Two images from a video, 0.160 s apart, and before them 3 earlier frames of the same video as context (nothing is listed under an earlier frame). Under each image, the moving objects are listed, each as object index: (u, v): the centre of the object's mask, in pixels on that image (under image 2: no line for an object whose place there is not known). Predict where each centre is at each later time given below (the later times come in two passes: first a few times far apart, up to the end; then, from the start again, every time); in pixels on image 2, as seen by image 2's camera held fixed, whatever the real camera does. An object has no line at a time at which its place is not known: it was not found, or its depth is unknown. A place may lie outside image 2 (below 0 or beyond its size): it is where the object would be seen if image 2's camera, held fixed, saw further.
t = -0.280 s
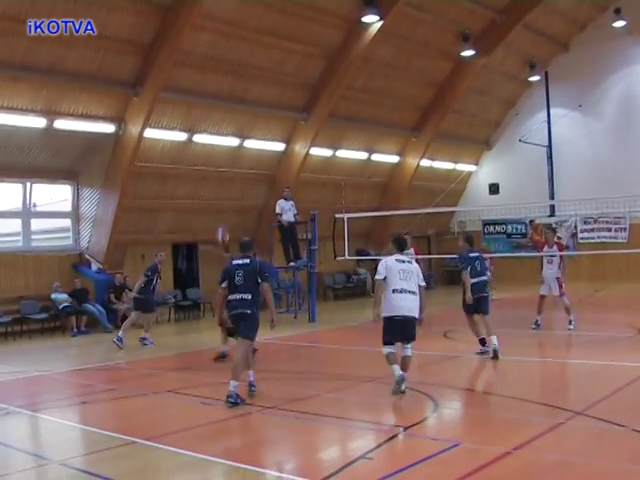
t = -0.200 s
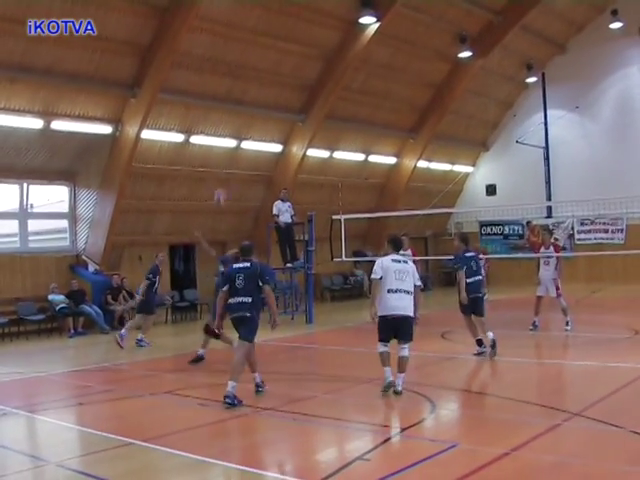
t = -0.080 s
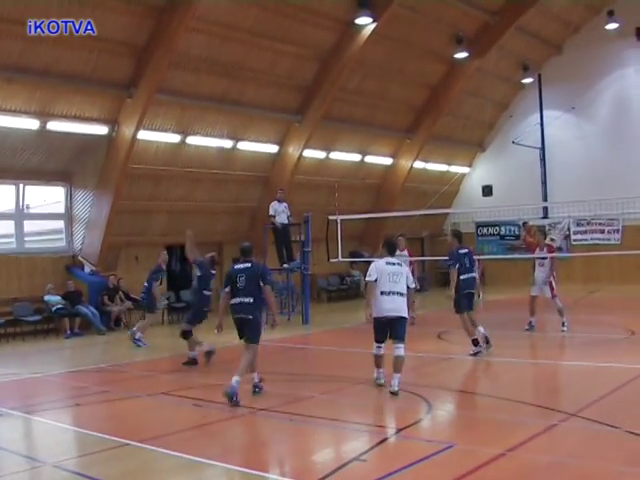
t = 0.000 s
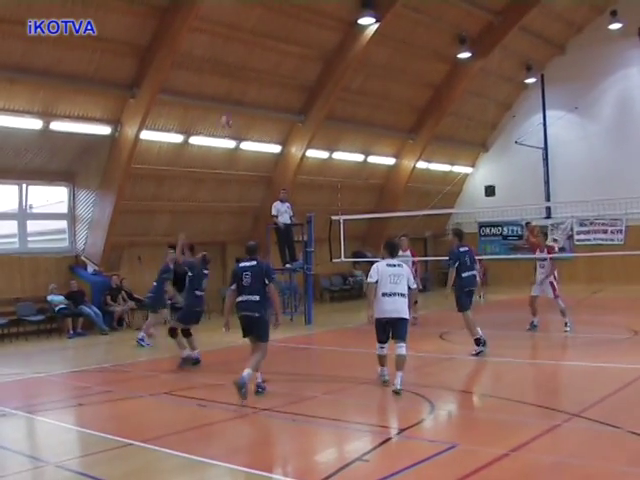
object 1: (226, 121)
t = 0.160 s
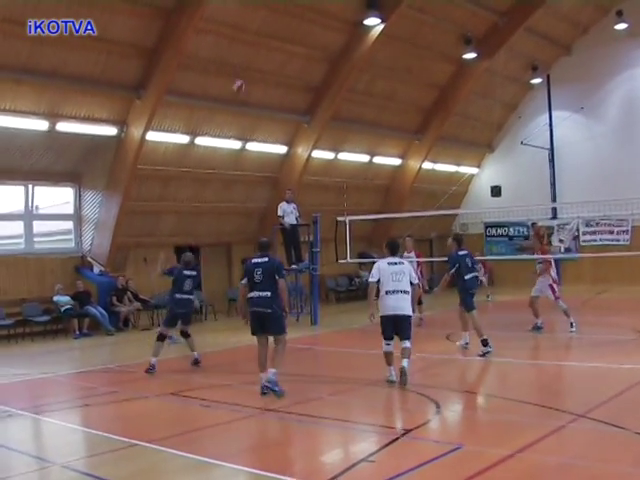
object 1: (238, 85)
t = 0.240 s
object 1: (241, 71)
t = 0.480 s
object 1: (251, 56)
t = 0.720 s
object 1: (259, 70)
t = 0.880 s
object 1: (266, 94)
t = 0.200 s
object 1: (239, 78)
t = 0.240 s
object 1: (241, 71)
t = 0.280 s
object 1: (242, 67)
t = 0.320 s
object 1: (245, 63)
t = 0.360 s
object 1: (246, 60)
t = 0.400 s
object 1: (248, 57)
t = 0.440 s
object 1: (250, 56)
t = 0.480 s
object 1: (251, 56)
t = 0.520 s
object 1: (252, 56)
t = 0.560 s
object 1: (254, 56)
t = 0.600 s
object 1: (255, 59)
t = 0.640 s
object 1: (257, 62)
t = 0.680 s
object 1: (258, 65)
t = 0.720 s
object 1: (259, 70)
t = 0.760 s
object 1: (261, 74)
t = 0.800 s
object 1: (264, 79)
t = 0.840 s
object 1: (264, 87)
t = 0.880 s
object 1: (266, 94)
